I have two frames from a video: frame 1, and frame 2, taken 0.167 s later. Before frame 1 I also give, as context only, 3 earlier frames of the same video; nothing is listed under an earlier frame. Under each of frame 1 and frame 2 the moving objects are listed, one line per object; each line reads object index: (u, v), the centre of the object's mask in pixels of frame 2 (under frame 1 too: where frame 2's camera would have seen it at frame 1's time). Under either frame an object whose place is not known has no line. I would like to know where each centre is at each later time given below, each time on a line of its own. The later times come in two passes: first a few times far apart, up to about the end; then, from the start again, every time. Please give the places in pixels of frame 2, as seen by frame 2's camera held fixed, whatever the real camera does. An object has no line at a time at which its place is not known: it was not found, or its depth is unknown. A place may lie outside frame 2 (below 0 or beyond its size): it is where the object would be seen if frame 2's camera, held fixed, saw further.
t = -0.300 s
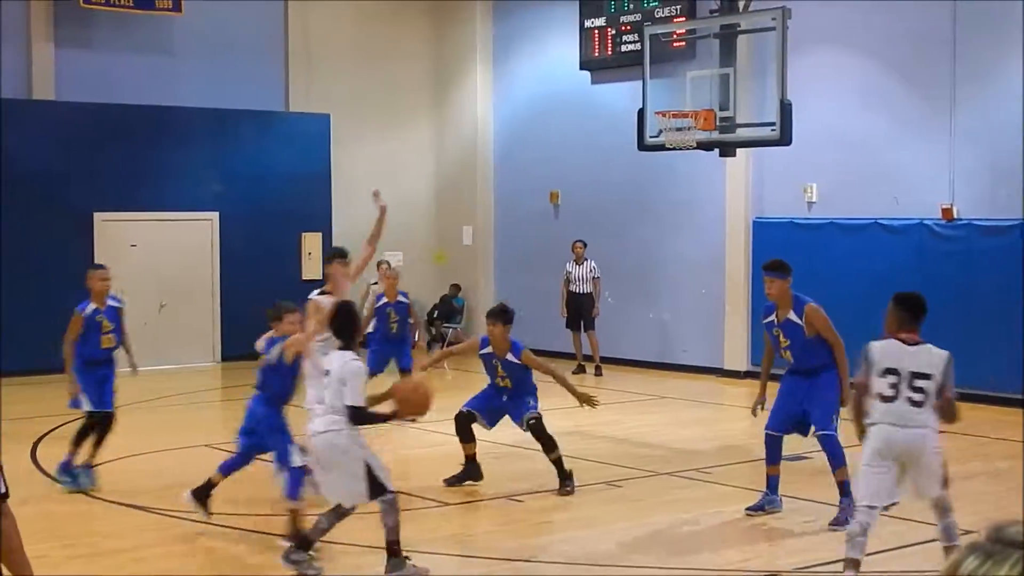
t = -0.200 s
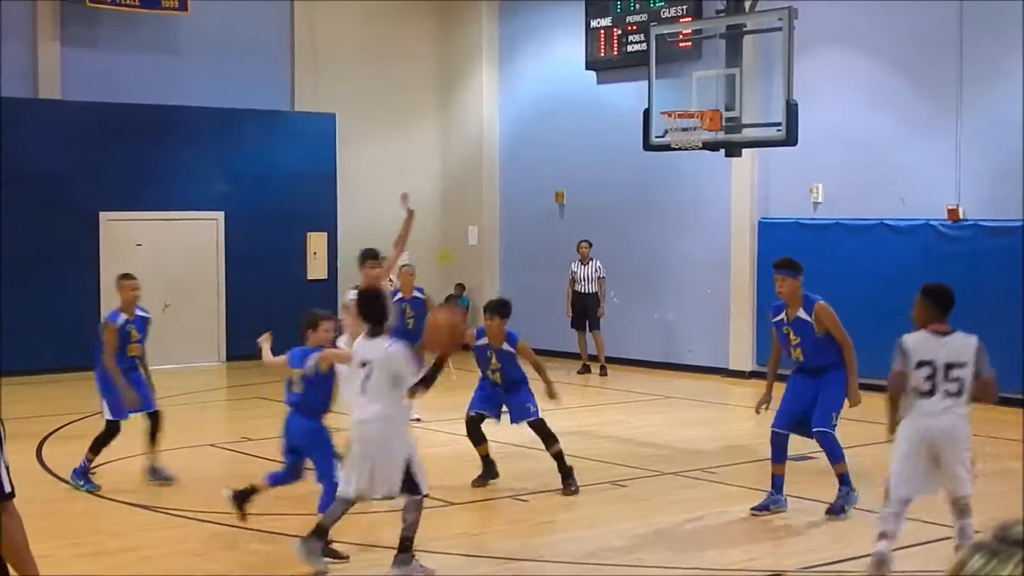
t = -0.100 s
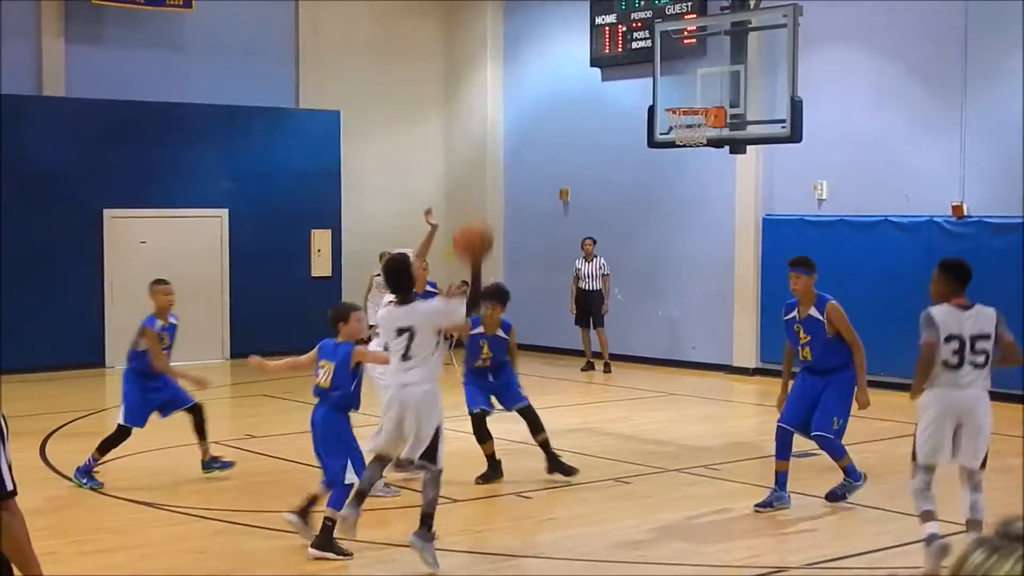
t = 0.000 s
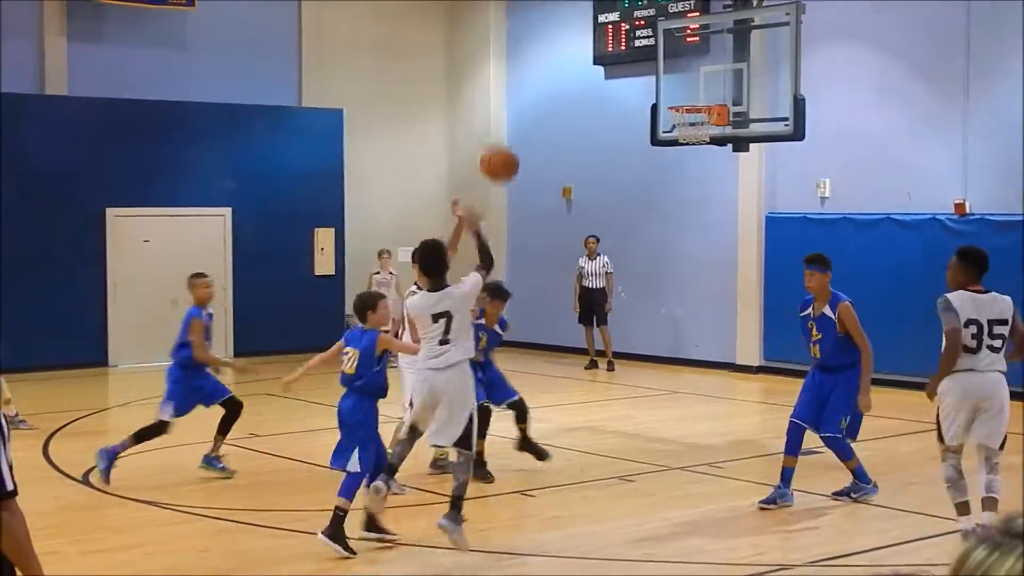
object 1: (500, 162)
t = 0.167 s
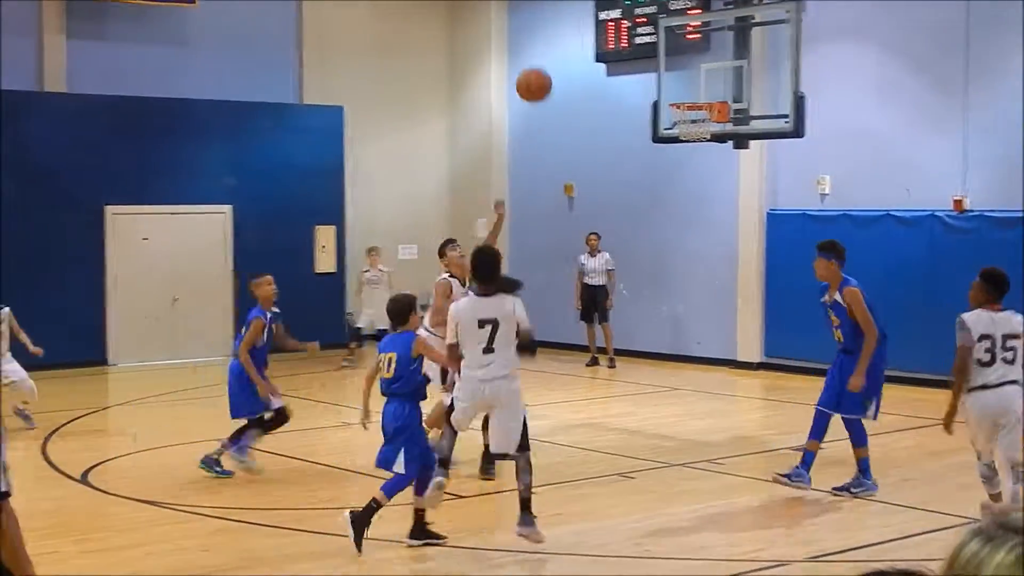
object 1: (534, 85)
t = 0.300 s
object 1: (556, 60)
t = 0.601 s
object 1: (594, 96)
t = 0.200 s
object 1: (539, 75)
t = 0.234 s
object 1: (545, 69)
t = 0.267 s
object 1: (551, 63)
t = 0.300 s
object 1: (556, 60)
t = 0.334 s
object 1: (561, 58)
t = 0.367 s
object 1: (566, 58)
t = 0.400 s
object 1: (570, 60)
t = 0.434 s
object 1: (575, 62)
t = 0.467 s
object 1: (579, 67)
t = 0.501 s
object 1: (583, 72)
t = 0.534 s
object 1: (587, 79)
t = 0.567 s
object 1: (590, 87)
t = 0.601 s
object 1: (594, 96)
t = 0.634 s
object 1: (598, 106)
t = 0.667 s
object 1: (601, 117)
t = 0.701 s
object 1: (605, 129)
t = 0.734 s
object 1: (608, 142)
